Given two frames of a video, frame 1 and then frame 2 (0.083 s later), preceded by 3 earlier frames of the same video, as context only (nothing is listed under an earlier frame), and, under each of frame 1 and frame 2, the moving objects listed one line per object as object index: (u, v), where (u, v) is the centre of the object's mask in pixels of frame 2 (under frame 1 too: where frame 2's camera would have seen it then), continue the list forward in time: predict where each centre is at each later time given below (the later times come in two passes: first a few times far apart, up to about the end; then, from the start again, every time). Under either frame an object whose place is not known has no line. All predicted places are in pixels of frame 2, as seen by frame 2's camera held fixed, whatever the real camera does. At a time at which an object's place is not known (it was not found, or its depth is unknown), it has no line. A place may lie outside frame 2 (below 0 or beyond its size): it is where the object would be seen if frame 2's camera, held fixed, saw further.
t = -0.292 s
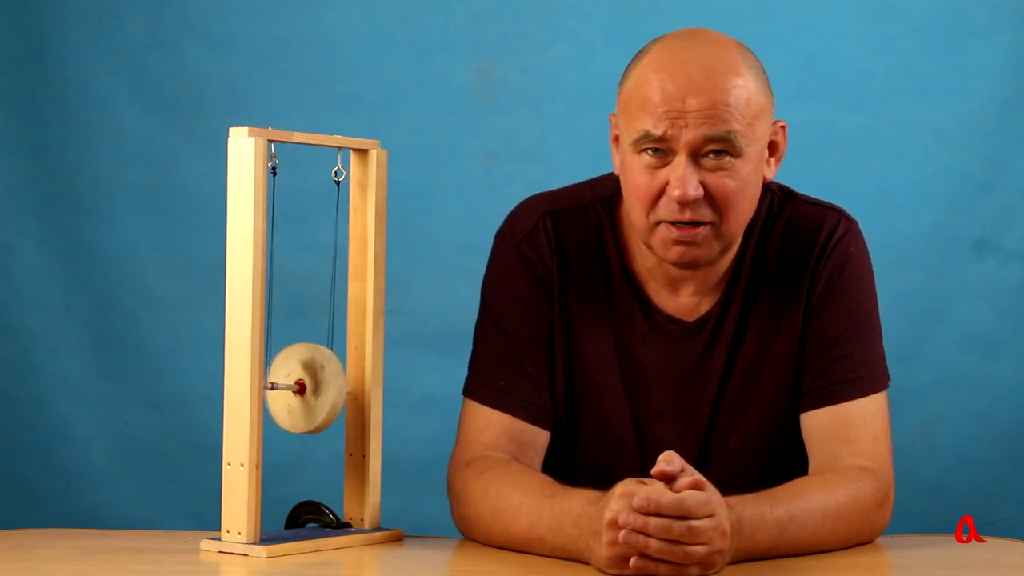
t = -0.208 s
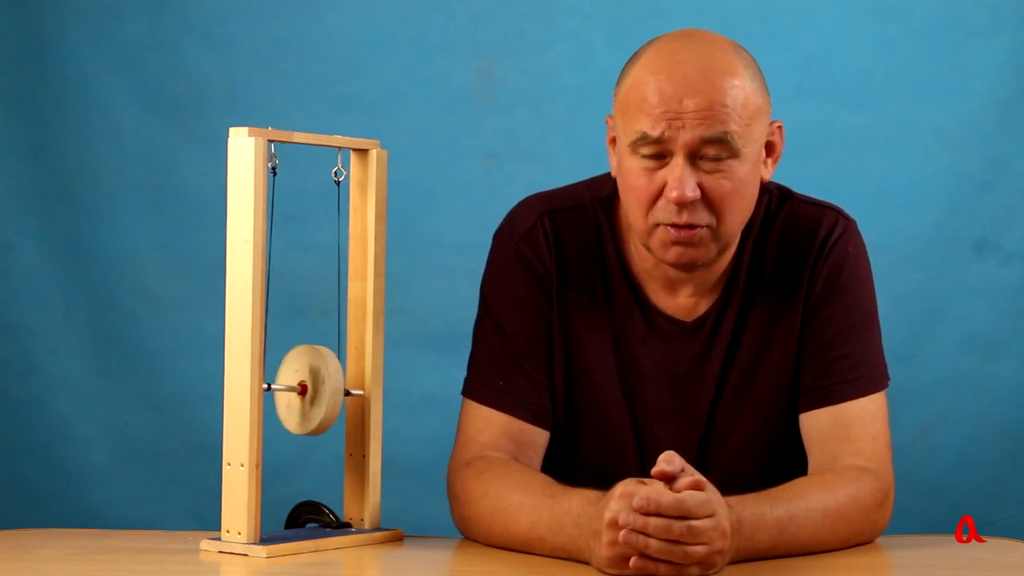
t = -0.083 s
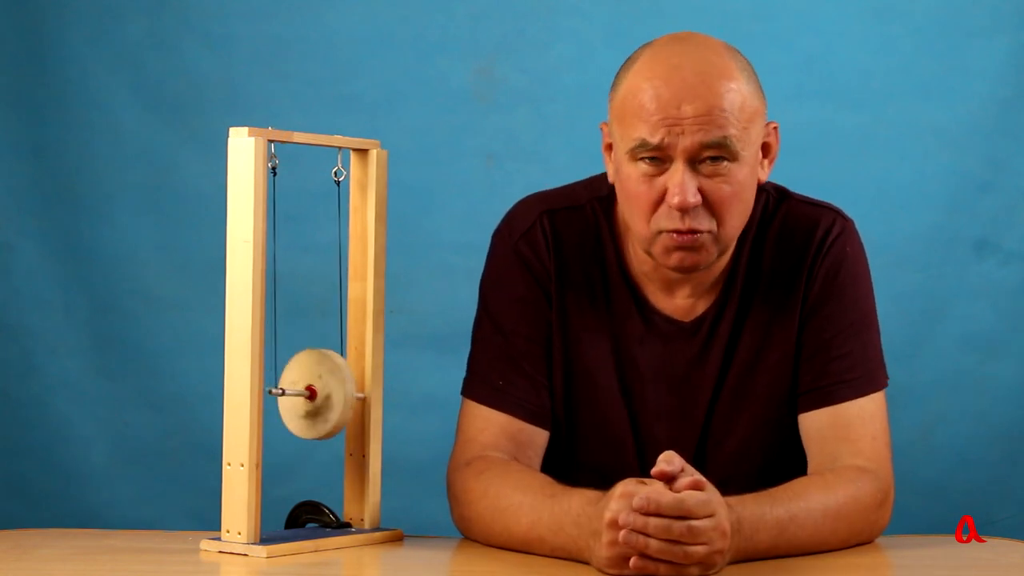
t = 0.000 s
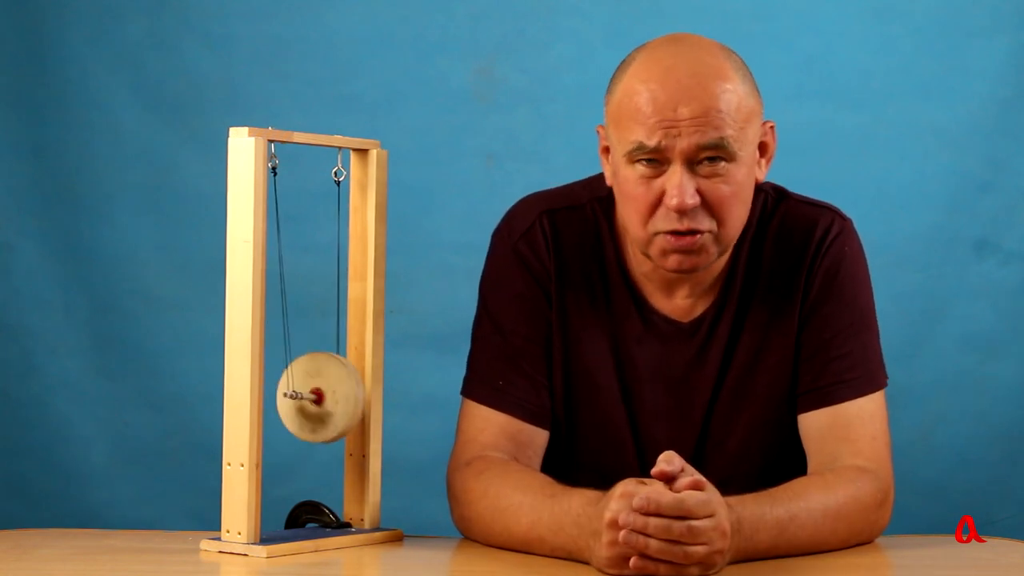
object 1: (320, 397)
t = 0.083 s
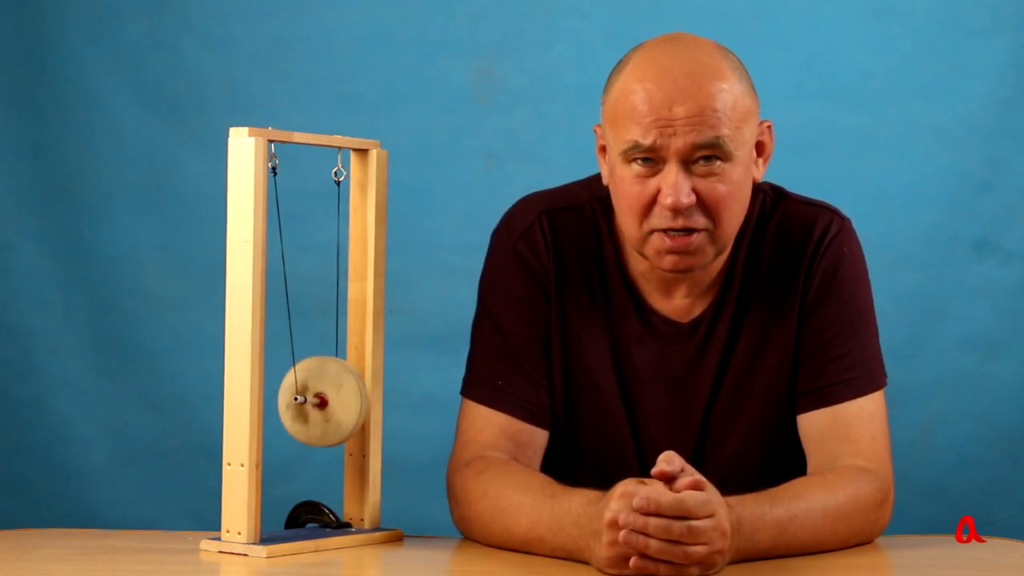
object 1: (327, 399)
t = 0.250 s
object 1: (320, 413)
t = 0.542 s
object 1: (303, 441)
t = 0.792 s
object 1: (304, 449)
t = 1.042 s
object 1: (310, 424)
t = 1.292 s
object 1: (308, 409)
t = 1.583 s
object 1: (302, 402)
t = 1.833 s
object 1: (306, 406)
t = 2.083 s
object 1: (311, 417)
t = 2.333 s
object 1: (308, 437)
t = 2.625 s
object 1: (301, 452)
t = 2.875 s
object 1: (313, 430)
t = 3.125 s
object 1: (326, 418)
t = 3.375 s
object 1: (316, 413)
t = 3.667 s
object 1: (303, 416)
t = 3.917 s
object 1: (312, 427)
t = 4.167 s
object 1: (324, 447)
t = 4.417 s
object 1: (312, 449)
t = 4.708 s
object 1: (295, 429)
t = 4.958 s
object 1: (298, 423)
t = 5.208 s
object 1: (320, 427)
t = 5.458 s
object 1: (317, 439)
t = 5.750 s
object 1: (295, 456)
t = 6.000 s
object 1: (302, 442)
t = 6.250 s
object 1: (329, 433)
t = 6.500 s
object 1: (327, 433)
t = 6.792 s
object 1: (295, 443)
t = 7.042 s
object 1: (298, 457)
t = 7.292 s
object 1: (320, 444)
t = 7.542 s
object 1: (319, 437)
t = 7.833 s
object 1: (295, 440)
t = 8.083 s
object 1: (297, 451)
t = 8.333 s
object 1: (316, 455)
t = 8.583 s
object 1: (334, 446)
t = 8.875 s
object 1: (309, 445)
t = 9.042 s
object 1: (298, 447)
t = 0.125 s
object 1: (326, 403)
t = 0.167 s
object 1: (323, 406)
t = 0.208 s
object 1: (323, 410)
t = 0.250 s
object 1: (320, 413)
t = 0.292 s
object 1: (317, 416)
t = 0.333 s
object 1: (314, 419)
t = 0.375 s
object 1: (311, 423)
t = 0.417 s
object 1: (308, 427)
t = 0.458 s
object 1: (306, 431)
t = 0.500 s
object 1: (304, 436)
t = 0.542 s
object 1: (303, 441)
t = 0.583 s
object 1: (301, 445)
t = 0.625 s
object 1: (301, 450)
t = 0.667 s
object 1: (303, 456)
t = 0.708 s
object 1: (302, 457)
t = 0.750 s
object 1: (303, 454)
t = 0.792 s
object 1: (304, 449)
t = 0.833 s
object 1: (305, 444)
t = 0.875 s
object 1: (307, 439)
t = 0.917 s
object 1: (308, 436)
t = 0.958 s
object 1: (310, 432)
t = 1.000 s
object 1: (311, 428)
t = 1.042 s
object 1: (310, 424)
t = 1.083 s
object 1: (310, 420)
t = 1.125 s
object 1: (310, 417)
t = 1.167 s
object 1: (310, 414)
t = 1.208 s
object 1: (309, 413)
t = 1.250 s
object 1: (309, 410)
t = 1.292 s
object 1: (308, 409)
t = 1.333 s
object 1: (307, 407)
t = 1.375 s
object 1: (306, 405)
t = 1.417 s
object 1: (304, 404)
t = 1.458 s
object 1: (303, 403)
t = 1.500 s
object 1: (303, 402)
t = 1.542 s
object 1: (303, 402)
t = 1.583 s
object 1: (302, 402)
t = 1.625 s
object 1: (302, 401)
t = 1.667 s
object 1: (302, 402)
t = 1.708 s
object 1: (303, 403)
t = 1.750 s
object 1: (304, 403)
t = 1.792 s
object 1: (305, 405)
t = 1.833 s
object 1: (306, 406)
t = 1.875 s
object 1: (308, 407)
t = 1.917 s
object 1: (309, 409)
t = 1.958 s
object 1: (310, 411)
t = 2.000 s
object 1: (311, 413)
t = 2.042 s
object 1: (311, 415)
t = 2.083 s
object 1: (311, 417)
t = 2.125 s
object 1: (311, 419)
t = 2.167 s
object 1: (310, 422)
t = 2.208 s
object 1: (310, 426)
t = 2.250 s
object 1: (312, 430)
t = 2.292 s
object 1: (310, 434)
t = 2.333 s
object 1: (308, 437)
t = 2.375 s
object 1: (306, 441)
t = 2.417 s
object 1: (304, 445)
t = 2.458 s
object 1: (303, 449)
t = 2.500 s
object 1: (302, 455)
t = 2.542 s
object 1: (301, 457)
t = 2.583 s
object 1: (300, 455)
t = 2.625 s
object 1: (301, 452)
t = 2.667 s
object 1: (302, 447)
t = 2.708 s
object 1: (304, 443)
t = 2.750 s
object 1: (306, 440)
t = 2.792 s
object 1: (308, 437)
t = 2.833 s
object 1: (311, 434)
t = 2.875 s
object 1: (313, 430)
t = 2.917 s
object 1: (316, 427)
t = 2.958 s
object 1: (319, 425)
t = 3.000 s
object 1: (322, 422)
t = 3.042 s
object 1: (323, 421)
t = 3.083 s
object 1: (325, 419)
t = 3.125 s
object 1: (326, 418)
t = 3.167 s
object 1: (326, 417)
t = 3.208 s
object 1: (326, 415)
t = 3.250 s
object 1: (325, 414)
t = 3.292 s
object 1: (322, 414)
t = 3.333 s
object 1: (319, 414)
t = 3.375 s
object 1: (316, 413)
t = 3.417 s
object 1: (313, 413)
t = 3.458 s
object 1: (310, 413)
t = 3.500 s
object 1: (308, 413)
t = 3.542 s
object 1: (306, 414)
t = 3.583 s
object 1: (304, 414)
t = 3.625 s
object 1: (303, 415)
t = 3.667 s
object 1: (303, 416)
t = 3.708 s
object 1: (304, 418)
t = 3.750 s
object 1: (305, 419)
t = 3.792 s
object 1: (306, 422)
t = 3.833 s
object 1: (308, 423)
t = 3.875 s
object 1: (310, 424)
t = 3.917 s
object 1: (312, 427)
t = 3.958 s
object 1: (315, 430)
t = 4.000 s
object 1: (318, 433)
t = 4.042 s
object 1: (320, 437)
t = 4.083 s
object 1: (322, 440)
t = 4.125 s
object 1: (323, 444)
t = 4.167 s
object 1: (324, 447)
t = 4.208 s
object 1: (325, 451)
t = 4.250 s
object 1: (324, 455)
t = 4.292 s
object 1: (323, 458)
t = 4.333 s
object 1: (319, 457)
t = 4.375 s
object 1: (315, 453)
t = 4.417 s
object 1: (312, 449)
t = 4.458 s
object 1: (309, 446)
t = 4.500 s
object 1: (304, 442)
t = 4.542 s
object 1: (300, 439)
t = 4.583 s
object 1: (298, 437)
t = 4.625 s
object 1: (296, 434)
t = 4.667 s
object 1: (295, 432)
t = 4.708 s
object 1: (295, 429)
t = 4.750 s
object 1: (294, 427)
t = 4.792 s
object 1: (294, 426)
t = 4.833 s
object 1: (294, 425)
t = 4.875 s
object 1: (294, 424)
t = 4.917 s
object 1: (295, 423)
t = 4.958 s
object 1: (298, 423)
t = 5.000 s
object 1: (301, 423)
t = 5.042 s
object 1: (306, 423)
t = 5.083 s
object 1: (310, 424)
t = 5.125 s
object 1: (314, 424)
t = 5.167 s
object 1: (319, 426)
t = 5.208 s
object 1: (320, 427)
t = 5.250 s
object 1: (321, 428)
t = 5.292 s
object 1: (323, 430)
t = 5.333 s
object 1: (325, 430)
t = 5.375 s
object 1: (322, 434)
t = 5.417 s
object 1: (320, 436)
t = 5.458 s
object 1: (317, 439)
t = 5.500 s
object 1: (313, 441)
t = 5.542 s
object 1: (309, 444)
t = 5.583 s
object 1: (305, 447)
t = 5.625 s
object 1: (301, 450)
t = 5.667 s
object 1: (298, 454)
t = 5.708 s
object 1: (296, 456)
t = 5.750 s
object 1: (295, 456)
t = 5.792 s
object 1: (294, 454)
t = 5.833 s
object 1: (294, 451)
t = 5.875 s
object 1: (295, 448)
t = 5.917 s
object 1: (296, 446)
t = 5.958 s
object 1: (298, 444)
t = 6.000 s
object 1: (302, 442)
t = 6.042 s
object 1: (307, 440)
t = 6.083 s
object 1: (312, 438)
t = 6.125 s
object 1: (317, 437)
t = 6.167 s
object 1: (323, 435)
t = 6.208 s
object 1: (329, 434)
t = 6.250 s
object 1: (329, 433)
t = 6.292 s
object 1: (335, 432)
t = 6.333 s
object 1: (334, 431)
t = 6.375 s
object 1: (333, 431)
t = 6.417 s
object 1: (332, 431)
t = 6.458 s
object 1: (331, 432)
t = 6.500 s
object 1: (327, 433)
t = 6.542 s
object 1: (320, 434)
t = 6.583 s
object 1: (316, 436)
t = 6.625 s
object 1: (310, 437)
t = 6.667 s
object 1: (305, 438)
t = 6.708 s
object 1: (300, 440)
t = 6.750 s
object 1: (297, 442)
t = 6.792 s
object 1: (295, 443)
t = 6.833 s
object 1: (294, 445)
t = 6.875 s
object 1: (293, 448)
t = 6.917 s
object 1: (293, 451)
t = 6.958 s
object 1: (294, 454)
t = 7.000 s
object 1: (296, 457)
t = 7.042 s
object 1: (298, 457)
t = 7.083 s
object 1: (301, 455)
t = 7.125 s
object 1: (305, 453)
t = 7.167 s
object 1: (309, 450)
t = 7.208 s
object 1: (313, 448)
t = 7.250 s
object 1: (316, 445)
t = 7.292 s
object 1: (320, 444)
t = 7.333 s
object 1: (322, 442)
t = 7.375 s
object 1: (323, 441)
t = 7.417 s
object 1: (322, 440)
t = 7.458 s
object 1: (322, 439)
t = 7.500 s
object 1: (320, 438)
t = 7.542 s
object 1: (319, 437)
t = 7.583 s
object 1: (315, 438)
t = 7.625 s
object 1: (311, 438)
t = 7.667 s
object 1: (307, 438)
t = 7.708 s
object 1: (303, 438)
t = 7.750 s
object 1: (299, 438)
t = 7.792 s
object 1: (296, 439)
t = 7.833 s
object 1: (295, 440)
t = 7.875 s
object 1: (294, 441)
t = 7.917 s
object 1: (294, 442)
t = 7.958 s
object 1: (294, 444)
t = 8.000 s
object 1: (294, 446)
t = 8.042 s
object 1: (295, 448)
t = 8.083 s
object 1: (297, 451)
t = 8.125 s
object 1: (298, 454)
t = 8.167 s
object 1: (300, 456)
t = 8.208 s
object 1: (304, 458)
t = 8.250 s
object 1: (309, 458)
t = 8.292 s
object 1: (313, 457)
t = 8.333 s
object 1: (316, 455)
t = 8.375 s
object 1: (321, 452)
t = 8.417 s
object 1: (326, 450)
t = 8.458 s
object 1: (326, 449)
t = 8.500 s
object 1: (333, 447)
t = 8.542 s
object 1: (334, 446)
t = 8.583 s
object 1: (334, 446)
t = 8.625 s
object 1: (333, 445)
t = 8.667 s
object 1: (330, 443)
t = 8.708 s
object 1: (327, 444)
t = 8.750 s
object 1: (322, 444)
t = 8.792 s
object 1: (318, 444)
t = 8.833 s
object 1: (313, 444)
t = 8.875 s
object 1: (309, 445)
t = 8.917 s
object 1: (305, 445)
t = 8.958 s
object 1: (302, 446)
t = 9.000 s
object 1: (300, 446)
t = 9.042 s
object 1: (298, 447)
